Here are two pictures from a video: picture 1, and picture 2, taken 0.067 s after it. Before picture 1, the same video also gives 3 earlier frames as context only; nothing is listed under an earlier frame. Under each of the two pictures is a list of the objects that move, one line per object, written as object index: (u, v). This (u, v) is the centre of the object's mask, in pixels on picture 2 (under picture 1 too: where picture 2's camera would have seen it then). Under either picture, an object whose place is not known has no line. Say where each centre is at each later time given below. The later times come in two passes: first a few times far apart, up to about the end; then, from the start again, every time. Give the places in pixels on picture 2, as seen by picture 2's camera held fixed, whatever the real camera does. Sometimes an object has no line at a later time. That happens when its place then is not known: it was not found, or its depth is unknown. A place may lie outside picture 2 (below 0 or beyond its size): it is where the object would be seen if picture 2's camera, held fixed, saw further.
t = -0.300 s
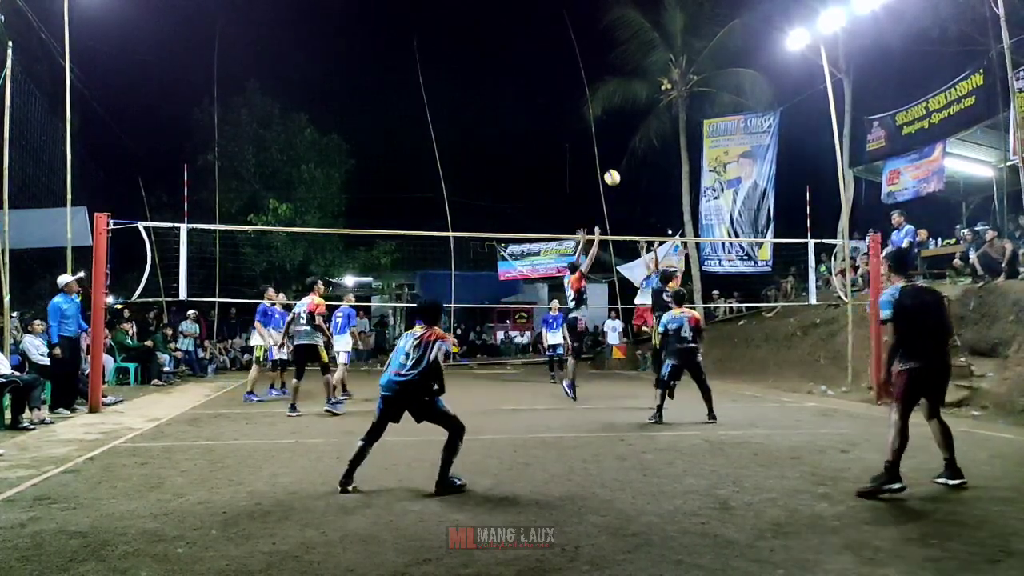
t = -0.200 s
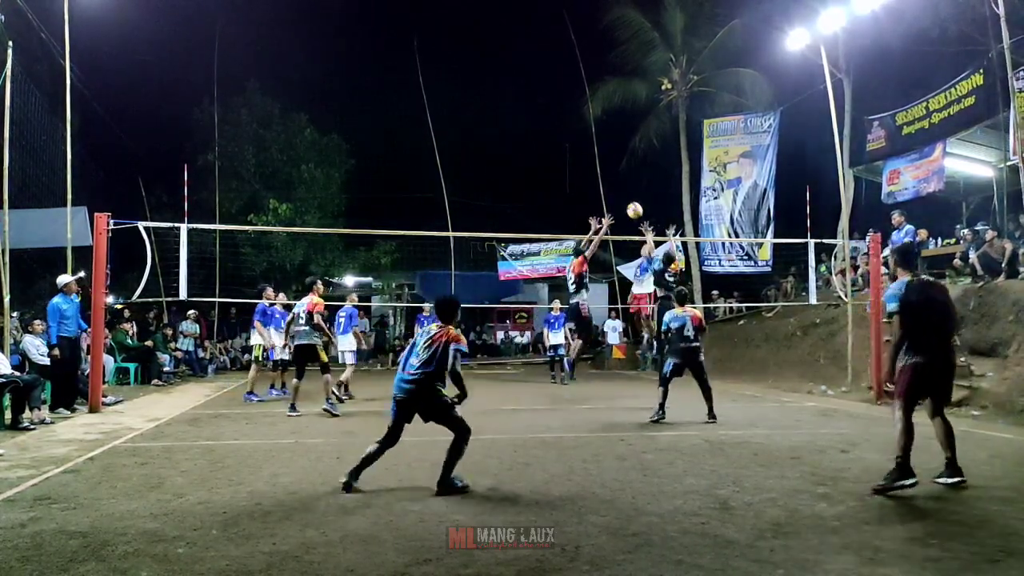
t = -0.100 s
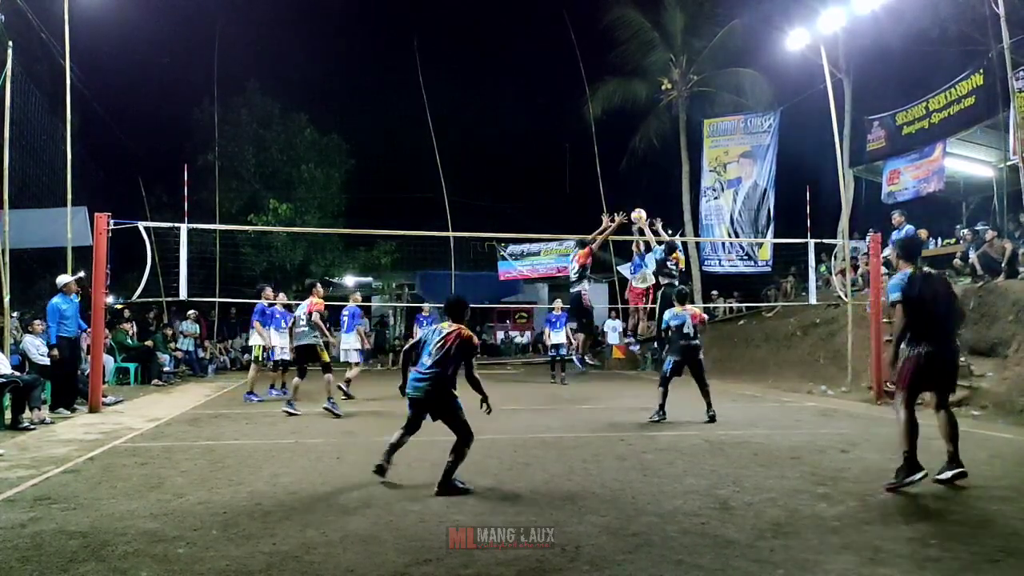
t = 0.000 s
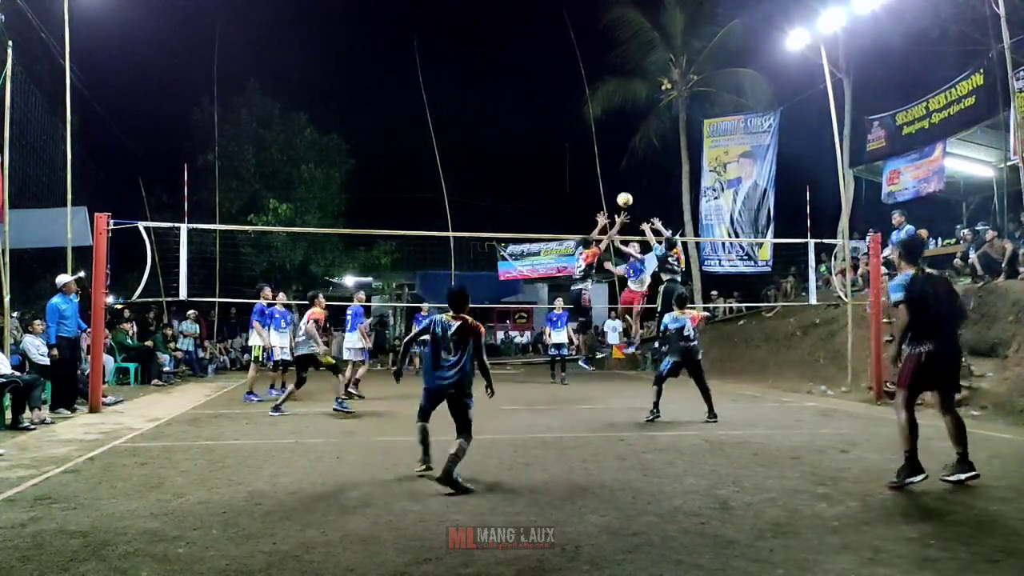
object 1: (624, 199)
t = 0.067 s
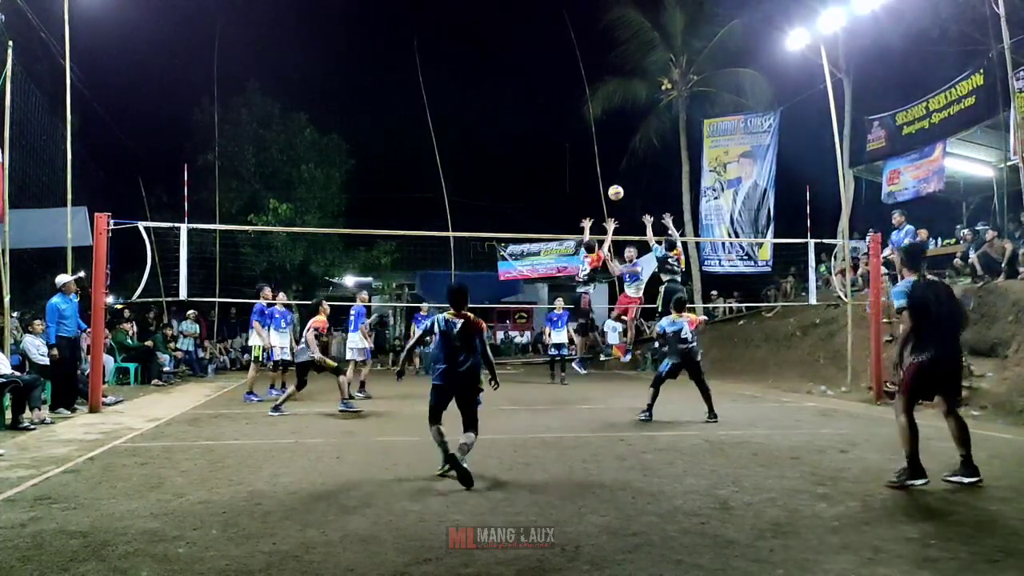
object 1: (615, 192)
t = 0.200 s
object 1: (597, 186)
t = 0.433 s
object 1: (564, 204)
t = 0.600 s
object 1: (541, 237)
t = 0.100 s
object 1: (611, 190)
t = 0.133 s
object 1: (606, 188)
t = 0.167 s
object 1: (602, 187)
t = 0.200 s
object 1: (597, 186)
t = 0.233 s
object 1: (592, 187)
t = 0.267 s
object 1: (587, 188)
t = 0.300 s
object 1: (583, 190)
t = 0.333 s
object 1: (578, 192)
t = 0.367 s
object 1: (573, 196)
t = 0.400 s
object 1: (569, 200)
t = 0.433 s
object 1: (564, 204)
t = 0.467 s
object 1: (559, 210)
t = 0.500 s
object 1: (554, 217)
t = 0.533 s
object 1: (549, 223)
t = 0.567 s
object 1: (544, 229)
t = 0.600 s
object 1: (541, 237)
